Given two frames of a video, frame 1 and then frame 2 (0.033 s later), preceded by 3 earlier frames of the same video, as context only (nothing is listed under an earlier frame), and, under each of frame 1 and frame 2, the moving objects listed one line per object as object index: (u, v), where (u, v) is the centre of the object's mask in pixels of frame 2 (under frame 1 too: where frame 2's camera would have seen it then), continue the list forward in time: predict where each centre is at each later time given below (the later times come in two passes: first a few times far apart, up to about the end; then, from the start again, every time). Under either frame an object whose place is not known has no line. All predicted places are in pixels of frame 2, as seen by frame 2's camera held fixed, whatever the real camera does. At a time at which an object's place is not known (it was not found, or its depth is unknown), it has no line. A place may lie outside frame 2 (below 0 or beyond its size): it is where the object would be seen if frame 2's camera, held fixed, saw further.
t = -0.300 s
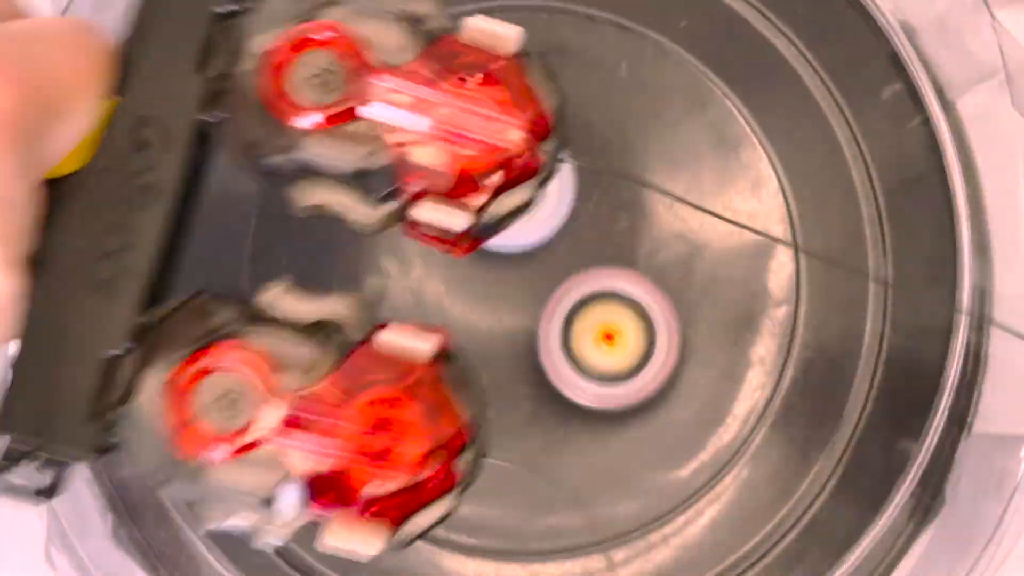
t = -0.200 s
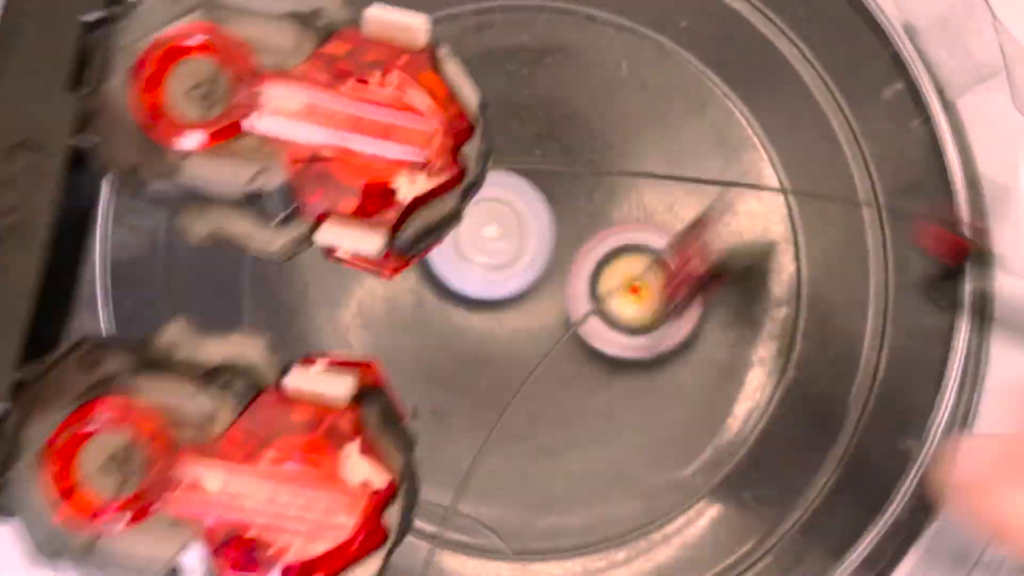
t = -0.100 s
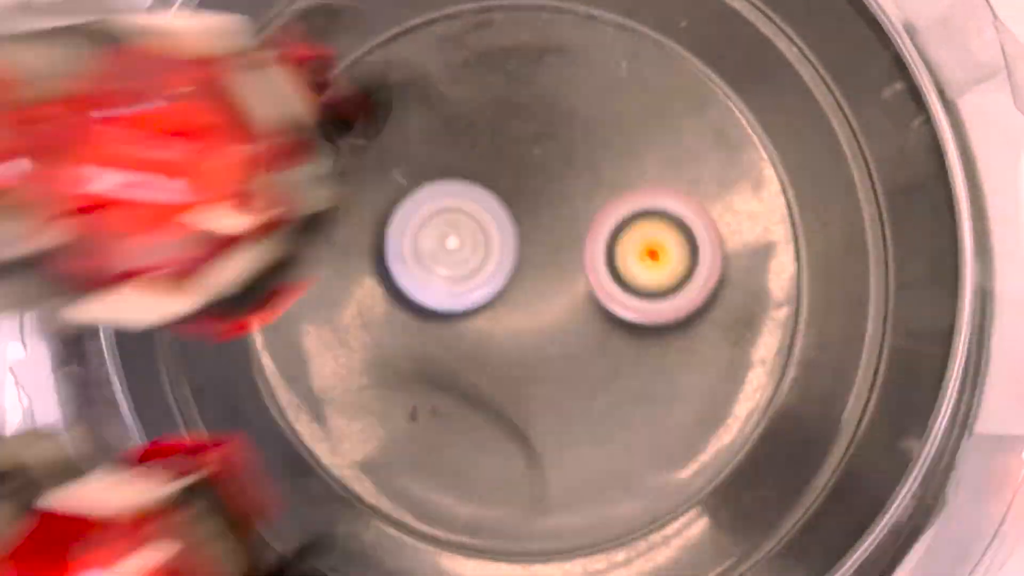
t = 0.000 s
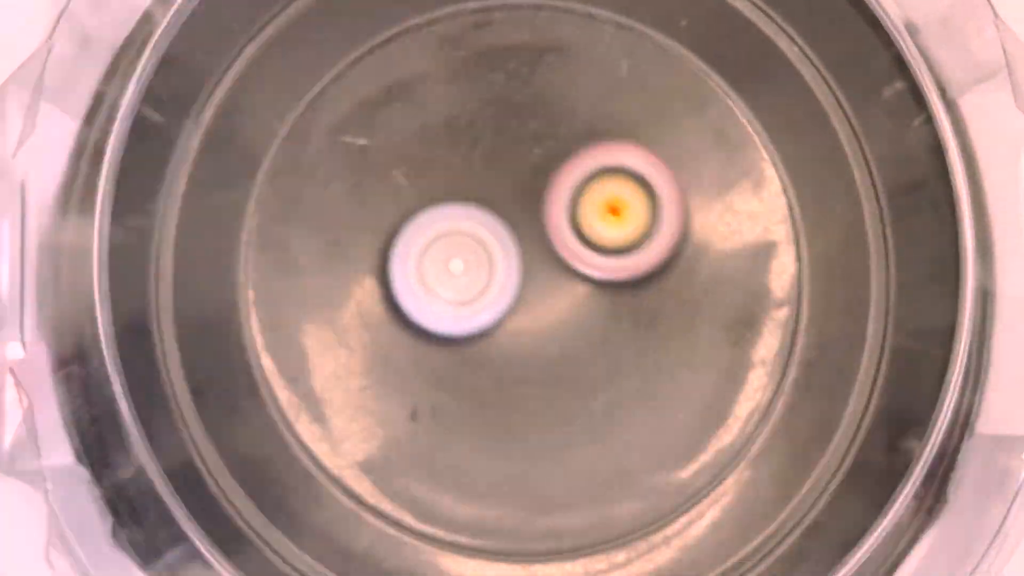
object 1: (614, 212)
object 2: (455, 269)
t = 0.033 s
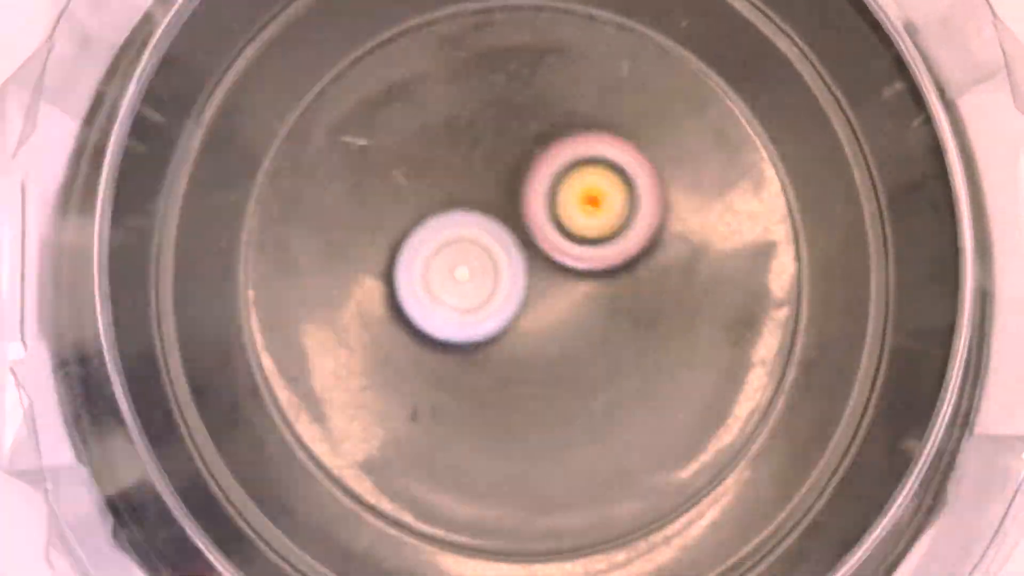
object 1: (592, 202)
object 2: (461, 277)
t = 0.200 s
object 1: (520, 199)
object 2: (470, 329)
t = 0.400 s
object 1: (553, 231)
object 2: (504, 383)
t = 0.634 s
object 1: (588, 198)
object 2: (522, 343)
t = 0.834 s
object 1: (566, 182)
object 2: (514, 313)
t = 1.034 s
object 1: (560, 191)
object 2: (490, 321)
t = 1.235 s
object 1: (566, 209)
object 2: (487, 326)
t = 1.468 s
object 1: (584, 211)
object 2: (483, 320)
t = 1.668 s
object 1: (578, 208)
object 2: (474, 305)
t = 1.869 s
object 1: (597, 233)
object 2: (465, 286)
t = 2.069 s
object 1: (605, 280)
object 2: (464, 267)
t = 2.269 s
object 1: (604, 314)
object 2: (481, 240)
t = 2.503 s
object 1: (564, 345)
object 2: (503, 219)
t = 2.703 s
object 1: (511, 352)
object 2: (537, 210)
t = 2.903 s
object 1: (472, 316)
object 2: (570, 212)
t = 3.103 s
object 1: (445, 294)
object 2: (577, 242)
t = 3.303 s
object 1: (444, 263)
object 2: (585, 270)
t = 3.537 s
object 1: (475, 218)
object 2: (583, 317)
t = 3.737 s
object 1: (560, 152)
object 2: (545, 319)
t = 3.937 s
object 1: (578, 197)
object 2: (502, 320)
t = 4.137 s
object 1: (614, 237)
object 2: (484, 315)
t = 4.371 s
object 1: (581, 247)
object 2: (444, 271)
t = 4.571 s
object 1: (583, 347)
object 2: (471, 238)
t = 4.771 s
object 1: (570, 340)
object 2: (509, 183)
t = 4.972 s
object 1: (445, 334)
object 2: (545, 200)
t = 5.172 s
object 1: (404, 367)
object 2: (621, 235)
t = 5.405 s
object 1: (426, 222)
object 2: (706, 254)
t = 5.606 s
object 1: (432, 198)
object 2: (646, 272)
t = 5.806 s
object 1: (486, 234)
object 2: (575, 334)
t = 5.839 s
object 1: (487, 211)
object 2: (581, 357)
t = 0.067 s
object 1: (571, 194)
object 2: (465, 285)
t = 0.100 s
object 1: (561, 185)
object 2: (460, 297)
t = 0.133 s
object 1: (548, 183)
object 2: (458, 310)
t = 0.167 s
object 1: (534, 188)
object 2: (461, 321)
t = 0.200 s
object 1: (520, 199)
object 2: (470, 329)
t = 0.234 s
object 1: (520, 201)
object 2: (471, 349)
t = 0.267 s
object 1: (522, 203)
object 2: (473, 364)
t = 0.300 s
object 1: (525, 211)
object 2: (480, 371)
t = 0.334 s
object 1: (530, 223)
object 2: (491, 373)
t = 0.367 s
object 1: (536, 234)
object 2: (502, 373)
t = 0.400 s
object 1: (553, 231)
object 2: (504, 383)
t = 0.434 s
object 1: (565, 229)
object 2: (508, 385)
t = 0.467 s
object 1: (572, 228)
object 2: (514, 381)
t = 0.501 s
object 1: (575, 228)
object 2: (521, 372)
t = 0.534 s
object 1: (576, 227)
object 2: (528, 359)
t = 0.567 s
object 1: (582, 216)
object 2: (526, 355)
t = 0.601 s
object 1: (587, 206)
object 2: (523, 350)
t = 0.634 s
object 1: (588, 198)
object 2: (522, 343)
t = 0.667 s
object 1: (585, 193)
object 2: (523, 334)
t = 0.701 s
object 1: (581, 190)
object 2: (524, 325)
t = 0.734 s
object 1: (575, 190)
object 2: (525, 317)
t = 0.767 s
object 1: (573, 184)
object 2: (521, 317)
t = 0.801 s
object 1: (570, 182)
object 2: (517, 316)
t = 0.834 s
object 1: (566, 182)
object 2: (514, 313)
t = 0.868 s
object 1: (562, 185)
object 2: (512, 311)
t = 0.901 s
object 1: (560, 185)
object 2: (507, 313)
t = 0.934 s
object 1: (558, 187)
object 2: (502, 314)
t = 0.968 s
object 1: (557, 189)
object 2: (498, 316)
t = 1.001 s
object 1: (559, 189)
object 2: (493, 319)
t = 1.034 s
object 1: (560, 191)
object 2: (490, 321)
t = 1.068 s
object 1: (559, 195)
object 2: (490, 321)
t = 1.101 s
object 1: (558, 200)
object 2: (489, 321)
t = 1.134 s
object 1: (560, 202)
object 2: (488, 324)
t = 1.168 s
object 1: (562, 205)
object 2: (487, 325)
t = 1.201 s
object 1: (562, 208)
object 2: (487, 325)
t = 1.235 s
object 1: (566, 209)
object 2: (487, 326)
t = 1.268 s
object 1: (569, 210)
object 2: (487, 326)
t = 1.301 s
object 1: (571, 212)
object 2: (488, 325)
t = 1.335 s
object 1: (574, 212)
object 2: (488, 325)
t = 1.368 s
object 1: (576, 212)
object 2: (487, 324)
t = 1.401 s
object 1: (577, 213)
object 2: (489, 322)
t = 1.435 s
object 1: (578, 213)
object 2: (488, 320)
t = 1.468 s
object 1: (584, 211)
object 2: (483, 320)
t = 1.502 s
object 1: (586, 209)
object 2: (481, 319)
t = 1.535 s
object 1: (585, 208)
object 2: (481, 317)
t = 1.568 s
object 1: (578, 208)
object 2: (482, 312)
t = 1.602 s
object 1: (574, 208)
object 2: (481, 311)
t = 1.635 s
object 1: (579, 205)
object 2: (475, 309)
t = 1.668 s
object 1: (578, 208)
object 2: (474, 305)
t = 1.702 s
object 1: (580, 211)
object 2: (470, 304)
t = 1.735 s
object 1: (586, 214)
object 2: (467, 301)
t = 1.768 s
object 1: (588, 218)
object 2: (468, 299)
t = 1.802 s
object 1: (591, 225)
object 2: (470, 295)
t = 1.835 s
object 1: (598, 230)
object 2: (467, 291)
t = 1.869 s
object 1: (597, 233)
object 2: (465, 286)
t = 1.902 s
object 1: (603, 240)
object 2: (457, 282)
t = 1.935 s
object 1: (601, 249)
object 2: (460, 279)
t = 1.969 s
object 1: (599, 254)
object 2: (463, 278)
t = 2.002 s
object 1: (605, 266)
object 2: (459, 274)
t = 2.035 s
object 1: (605, 272)
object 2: (462, 271)
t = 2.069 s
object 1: (605, 280)
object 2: (464, 267)
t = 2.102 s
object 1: (606, 286)
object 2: (467, 262)
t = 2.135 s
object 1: (607, 289)
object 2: (469, 260)
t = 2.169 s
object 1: (609, 298)
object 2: (471, 255)
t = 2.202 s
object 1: (608, 302)
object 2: (474, 251)
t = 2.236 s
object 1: (607, 308)
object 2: (477, 246)
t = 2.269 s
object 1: (604, 314)
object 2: (481, 240)
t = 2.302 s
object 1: (602, 316)
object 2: (484, 239)
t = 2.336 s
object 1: (596, 323)
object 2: (489, 234)
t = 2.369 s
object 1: (592, 334)
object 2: (492, 226)
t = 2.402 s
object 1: (588, 341)
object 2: (495, 221)
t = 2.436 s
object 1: (581, 343)
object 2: (497, 220)
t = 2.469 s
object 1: (570, 343)
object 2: (501, 220)
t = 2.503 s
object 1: (564, 345)
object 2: (503, 219)
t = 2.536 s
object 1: (556, 351)
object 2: (508, 214)
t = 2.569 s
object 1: (546, 351)
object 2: (516, 213)
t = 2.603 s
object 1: (535, 354)
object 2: (522, 211)
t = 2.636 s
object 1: (525, 356)
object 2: (528, 210)
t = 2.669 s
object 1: (520, 356)
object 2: (531, 210)
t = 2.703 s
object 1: (511, 352)
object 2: (537, 210)
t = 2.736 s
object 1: (503, 346)
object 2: (543, 209)
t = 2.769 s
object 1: (496, 339)
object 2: (550, 209)
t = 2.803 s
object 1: (488, 333)
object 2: (556, 208)
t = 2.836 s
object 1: (484, 330)
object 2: (559, 207)
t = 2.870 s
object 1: (479, 324)
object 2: (565, 208)
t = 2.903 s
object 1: (472, 316)
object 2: (570, 212)
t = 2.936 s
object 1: (464, 309)
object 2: (573, 216)
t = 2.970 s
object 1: (457, 302)
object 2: (574, 223)
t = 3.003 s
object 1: (453, 299)
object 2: (573, 226)
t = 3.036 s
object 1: (448, 297)
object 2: (574, 232)
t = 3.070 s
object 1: (446, 295)
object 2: (575, 238)
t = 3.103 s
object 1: (445, 294)
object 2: (577, 242)
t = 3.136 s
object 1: (446, 291)
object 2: (580, 244)
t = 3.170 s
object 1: (447, 286)
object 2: (581, 248)
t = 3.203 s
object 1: (445, 283)
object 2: (584, 251)
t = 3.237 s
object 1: (443, 277)
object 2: (585, 256)
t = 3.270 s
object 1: (444, 269)
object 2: (584, 262)
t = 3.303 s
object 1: (444, 263)
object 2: (585, 270)
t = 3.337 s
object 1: (446, 258)
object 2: (585, 277)
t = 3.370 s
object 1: (446, 254)
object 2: (585, 282)
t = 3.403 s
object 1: (450, 247)
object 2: (586, 290)
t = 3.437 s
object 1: (457, 240)
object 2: (586, 298)
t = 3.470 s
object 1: (460, 229)
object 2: (588, 308)
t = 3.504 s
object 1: (469, 221)
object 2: (586, 314)
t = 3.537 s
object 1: (475, 218)
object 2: (583, 317)
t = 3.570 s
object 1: (490, 211)
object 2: (577, 319)
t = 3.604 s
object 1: (506, 193)
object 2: (572, 326)
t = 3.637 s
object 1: (521, 177)
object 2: (566, 327)
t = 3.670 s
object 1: (537, 163)
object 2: (558, 325)
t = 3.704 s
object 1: (553, 154)
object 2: (549, 321)
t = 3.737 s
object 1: (560, 152)
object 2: (545, 319)
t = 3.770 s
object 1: (570, 150)
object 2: (535, 316)
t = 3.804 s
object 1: (577, 154)
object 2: (527, 314)
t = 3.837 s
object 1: (581, 162)
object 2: (519, 315)
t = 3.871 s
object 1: (582, 174)
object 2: (511, 317)
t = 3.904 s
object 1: (581, 182)
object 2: (508, 318)
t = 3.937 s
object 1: (578, 197)
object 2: (502, 320)
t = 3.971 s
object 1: (576, 212)
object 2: (495, 324)
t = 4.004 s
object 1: (582, 221)
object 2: (486, 328)
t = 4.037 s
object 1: (591, 228)
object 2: (483, 328)
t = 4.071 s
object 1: (596, 231)
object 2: (481, 326)
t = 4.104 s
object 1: (606, 235)
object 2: (481, 321)
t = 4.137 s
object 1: (614, 237)
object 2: (484, 315)
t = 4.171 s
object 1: (616, 236)
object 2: (486, 308)
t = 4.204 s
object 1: (610, 234)
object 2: (487, 300)
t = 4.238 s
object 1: (603, 232)
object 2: (487, 297)
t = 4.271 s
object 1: (599, 235)
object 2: (475, 291)
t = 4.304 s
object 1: (593, 239)
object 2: (462, 284)
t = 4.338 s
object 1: (587, 241)
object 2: (452, 277)
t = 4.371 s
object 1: (581, 247)
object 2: (444, 271)
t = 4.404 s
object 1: (580, 258)
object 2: (437, 264)
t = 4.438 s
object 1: (579, 266)
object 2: (436, 260)
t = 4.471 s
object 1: (579, 285)
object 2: (440, 255)
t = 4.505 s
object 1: (579, 306)
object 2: (449, 250)
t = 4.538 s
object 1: (581, 329)
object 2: (459, 243)
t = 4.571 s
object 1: (583, 347)
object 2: (471, 238)
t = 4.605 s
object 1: (583, 354)
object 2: (477, 235)
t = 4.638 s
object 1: (581, 359)
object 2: (488, 230)
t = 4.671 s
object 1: (578, 355)
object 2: (499, 224)
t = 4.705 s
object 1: (573, 340)
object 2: (507, 216)
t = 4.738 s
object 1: (572, 338)
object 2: (509, 194)
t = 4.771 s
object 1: (570, 340)
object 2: (509, 183)
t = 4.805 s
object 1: (563, 339)
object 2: (511, 173)
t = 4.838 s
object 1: (551, 332)
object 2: (515, 172)
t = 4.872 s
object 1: (528, 325)
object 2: (521, 178)
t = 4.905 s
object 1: (499, 323)
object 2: (528, 188)
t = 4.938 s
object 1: (462, 329)
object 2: (539, 196)
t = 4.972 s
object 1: (445, 334)
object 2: (545, 200)
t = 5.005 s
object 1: (419, 344)
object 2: (556, 208)
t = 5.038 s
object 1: (403, 354)
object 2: (571, 215)
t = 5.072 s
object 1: (395, 363)
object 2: (588, 221)
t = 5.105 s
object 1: (393, 369)
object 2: (604, 228)
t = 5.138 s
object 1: (395, 370)
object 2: (612, 231)
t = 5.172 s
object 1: (404, 367)
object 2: (621, 235)
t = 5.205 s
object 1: (422, 358)
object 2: (625, 240)
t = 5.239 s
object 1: (444, 342)
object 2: (626, 244)
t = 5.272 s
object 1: (474, 324)
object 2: (625, 249)
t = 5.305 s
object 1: (486, 313)
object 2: (624, 251)
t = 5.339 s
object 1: (477, 284)
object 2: (649, 254)
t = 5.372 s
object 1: (448, 252)
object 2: (684, 254)
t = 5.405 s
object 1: (426, 222)
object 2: (706, 254)
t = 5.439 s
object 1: (413, 201)
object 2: (717, 256)
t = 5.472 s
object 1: (409, 193)
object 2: (718, 256)
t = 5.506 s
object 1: (404, 182)
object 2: (713, 259)
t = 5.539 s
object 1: (406, 180)
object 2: (698, 263)
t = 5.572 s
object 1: (415, 186)
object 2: (676, 268)
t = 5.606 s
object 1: (432, 198)
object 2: (646, 272)
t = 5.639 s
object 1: (453, 214)
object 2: (610, 276)
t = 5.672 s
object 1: (466, 223)
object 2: (592, 279)
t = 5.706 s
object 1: (455, 214)
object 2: (597, 307)
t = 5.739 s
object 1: (455, 211)
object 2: (595, 326)
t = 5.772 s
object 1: (467, 220)
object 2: (587, 334)
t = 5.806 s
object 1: (486, 234)
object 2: (575, 334)
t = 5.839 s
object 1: (487, 211)
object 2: (581, 357)
